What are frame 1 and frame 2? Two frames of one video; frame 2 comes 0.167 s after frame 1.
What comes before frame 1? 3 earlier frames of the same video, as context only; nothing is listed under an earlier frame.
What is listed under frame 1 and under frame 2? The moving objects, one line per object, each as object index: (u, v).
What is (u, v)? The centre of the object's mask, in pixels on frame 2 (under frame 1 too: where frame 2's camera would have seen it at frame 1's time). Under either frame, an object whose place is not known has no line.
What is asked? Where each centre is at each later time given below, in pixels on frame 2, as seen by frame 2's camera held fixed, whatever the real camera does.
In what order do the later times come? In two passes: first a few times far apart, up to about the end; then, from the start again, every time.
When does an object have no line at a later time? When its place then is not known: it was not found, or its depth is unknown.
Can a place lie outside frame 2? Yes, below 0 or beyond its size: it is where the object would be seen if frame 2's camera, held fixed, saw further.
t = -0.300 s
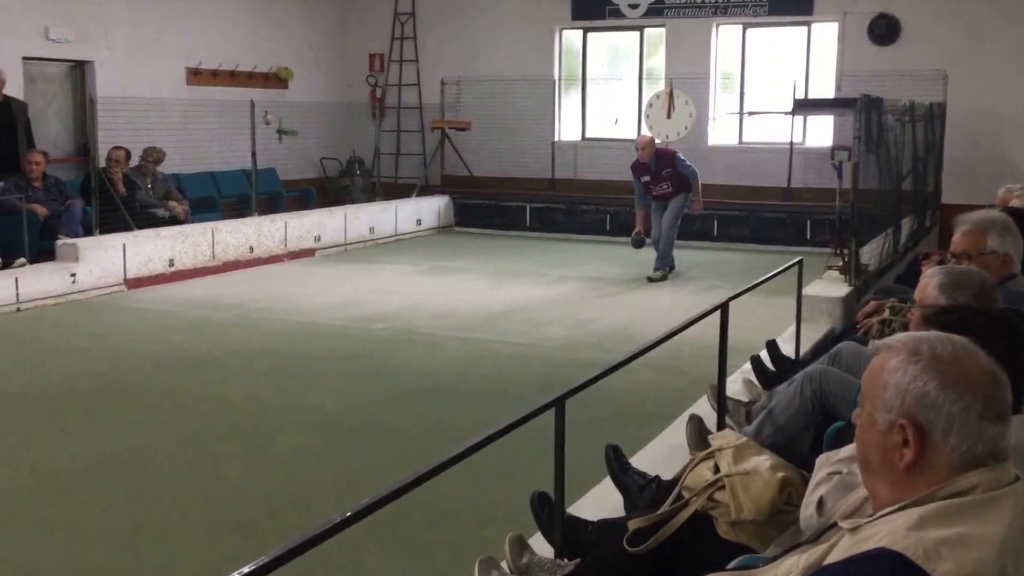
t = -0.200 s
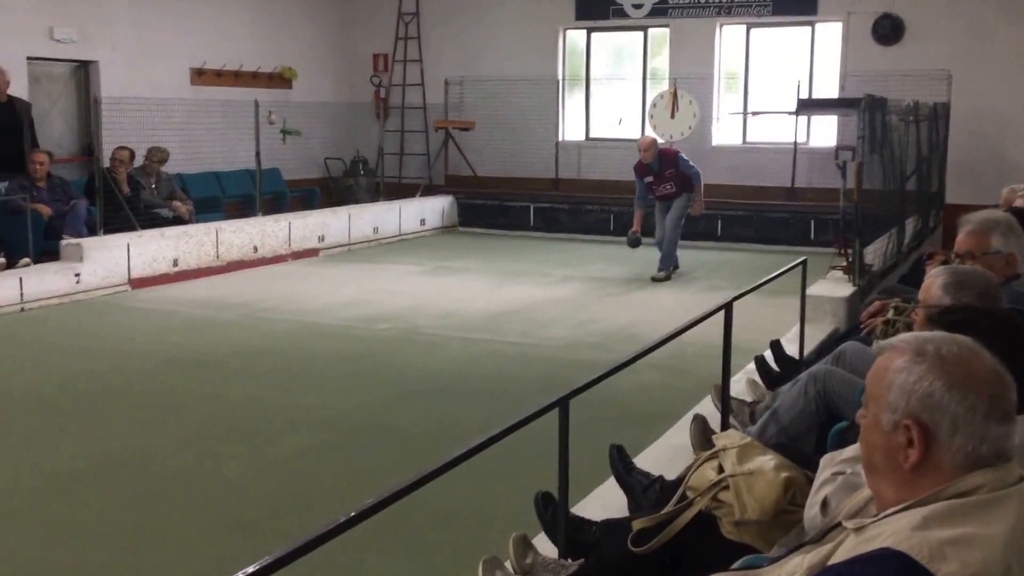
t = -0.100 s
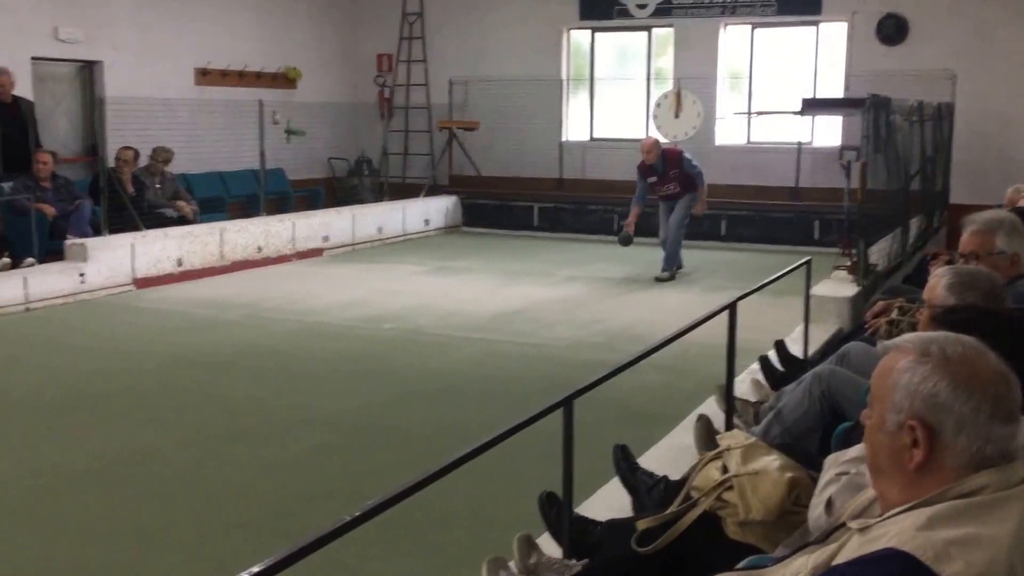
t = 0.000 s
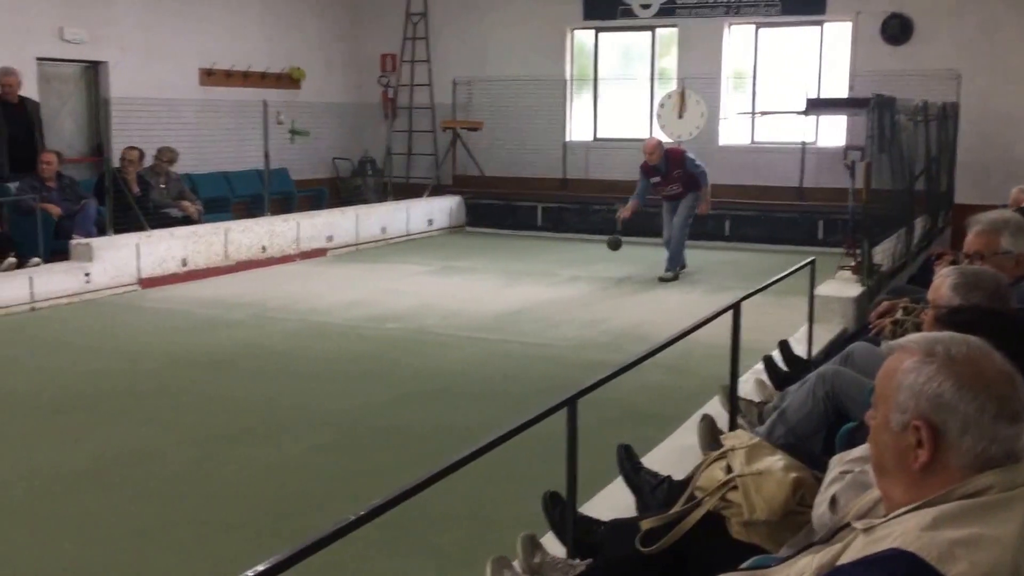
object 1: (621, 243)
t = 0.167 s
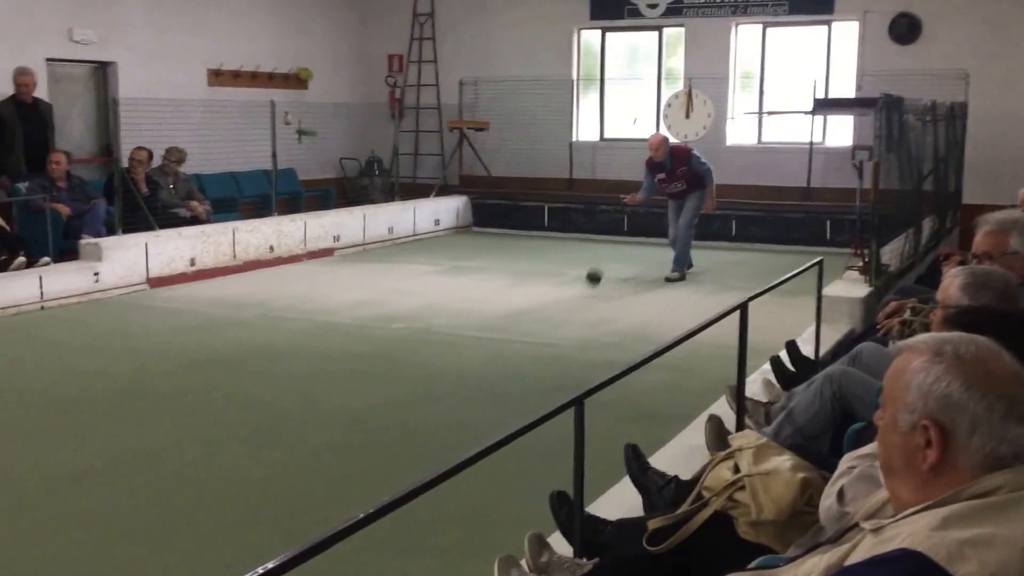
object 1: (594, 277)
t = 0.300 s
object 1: (575, 291)
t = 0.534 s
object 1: (541, 305)
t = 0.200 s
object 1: (588, 290)
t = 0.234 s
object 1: (583, 290)
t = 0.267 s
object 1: (579, 290)
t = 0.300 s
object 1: (575, 291)
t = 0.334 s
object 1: (570, 293)
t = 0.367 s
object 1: (566, 297)
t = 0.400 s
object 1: (561, 299)
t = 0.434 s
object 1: (556, 300)
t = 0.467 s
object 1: (551, 302)
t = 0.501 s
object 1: (546, 304)
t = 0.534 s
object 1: (541, 305)
